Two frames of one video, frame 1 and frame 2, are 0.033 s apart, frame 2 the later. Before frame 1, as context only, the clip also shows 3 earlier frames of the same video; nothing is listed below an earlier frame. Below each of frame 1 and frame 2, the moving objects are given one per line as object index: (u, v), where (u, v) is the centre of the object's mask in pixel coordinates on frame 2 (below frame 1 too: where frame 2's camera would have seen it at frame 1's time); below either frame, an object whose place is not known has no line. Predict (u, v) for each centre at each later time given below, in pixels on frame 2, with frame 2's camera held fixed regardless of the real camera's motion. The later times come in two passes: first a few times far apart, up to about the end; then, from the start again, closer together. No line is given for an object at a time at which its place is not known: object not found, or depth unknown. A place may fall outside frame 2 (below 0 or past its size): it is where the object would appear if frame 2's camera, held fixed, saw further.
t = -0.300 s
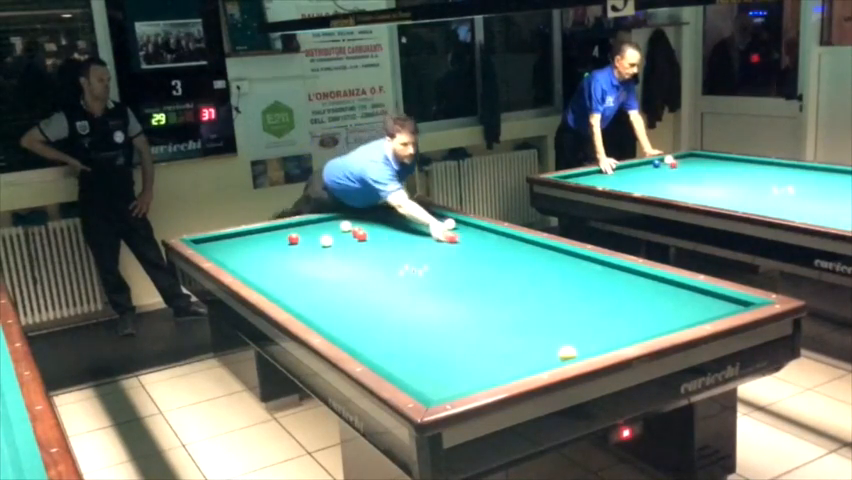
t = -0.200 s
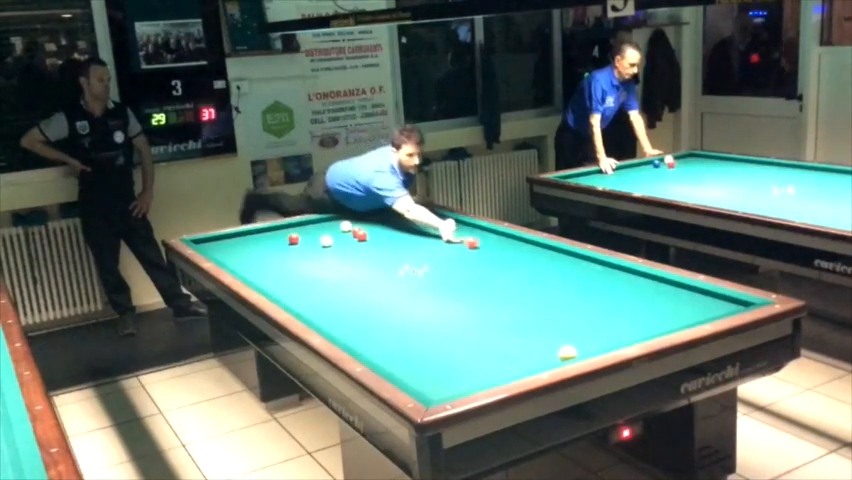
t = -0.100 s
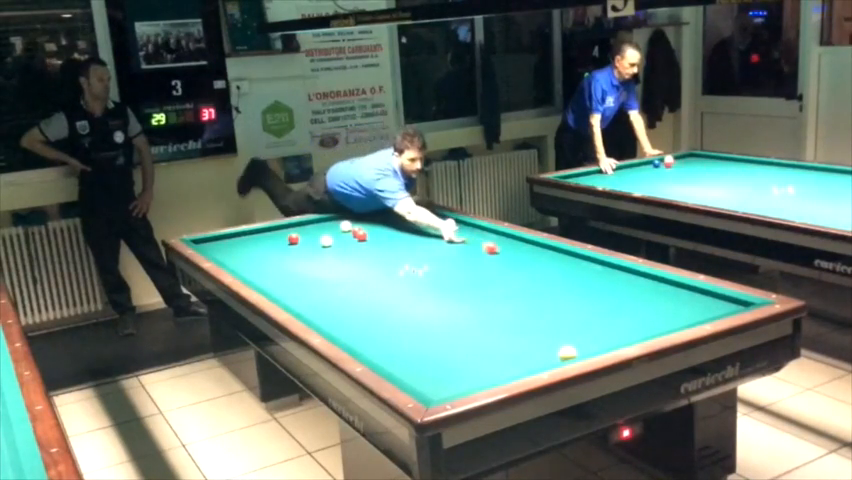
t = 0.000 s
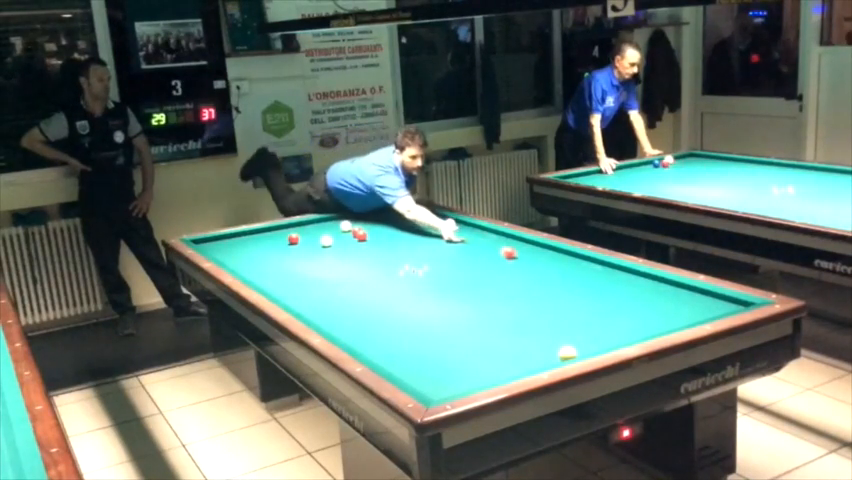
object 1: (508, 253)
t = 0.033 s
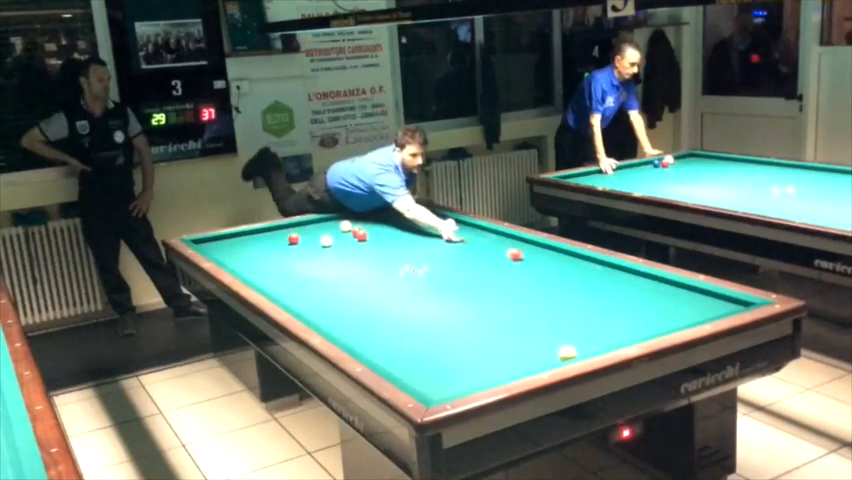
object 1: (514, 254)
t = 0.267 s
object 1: (560, 267)
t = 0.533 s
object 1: (621, 283)
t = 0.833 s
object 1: (703, 305)
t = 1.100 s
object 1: (688, 298)
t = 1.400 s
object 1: (648, 284)
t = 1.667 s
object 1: (619, 273)
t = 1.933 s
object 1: (593, 264)
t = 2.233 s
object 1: (567, 255)
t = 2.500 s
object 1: (546, 248)
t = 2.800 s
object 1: (522, 241)
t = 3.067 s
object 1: (501, 236)
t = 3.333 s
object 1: (483, 231)
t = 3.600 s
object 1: (465, 227)
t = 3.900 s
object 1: (459, 223)
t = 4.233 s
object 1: (448, 221)
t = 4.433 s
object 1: (442, 220)
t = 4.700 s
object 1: (438, 219)
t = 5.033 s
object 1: (436, 218)
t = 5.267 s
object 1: (435, 217)
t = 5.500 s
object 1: (433, 217)
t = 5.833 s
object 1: (431, 216)
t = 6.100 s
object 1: (430, 215)
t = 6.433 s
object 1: (429, 215)
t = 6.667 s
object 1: (428, 214)
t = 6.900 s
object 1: (428, 214)
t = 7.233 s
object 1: (428, 213)
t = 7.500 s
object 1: (427, 214)
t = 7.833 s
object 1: (427, 213)
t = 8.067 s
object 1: (426, 213)
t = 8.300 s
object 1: (426, 213)
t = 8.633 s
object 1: (427, 213)
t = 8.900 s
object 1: (427, 214)
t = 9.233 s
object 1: (427, 213)
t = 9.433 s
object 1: (427, 213)
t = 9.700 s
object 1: (427, 213)
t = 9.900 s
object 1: (427, 213)
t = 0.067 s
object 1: (521, 256)
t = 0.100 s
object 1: (527, 258)
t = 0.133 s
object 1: (533, 260)
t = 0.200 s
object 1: (547, 263)
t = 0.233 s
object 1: (553, 265)
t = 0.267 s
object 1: (560, 267)
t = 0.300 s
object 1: (567, 269)
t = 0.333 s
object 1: (574, 270)
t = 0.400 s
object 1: (589, 274)
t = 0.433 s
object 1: (597, 276)
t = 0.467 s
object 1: (605, 279)
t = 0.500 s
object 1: (613, 281)
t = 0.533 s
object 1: (621, 283)
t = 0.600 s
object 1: (637, 288)
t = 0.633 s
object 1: (646, 290)
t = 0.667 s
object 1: (655, 292)
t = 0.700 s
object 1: (664, 295)
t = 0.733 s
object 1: (674, 297)
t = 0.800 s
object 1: (693, 302)
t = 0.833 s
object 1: (703, 305)
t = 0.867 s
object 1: (713, 307)
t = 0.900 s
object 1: (722, 308)
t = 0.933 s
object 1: (722, 308)
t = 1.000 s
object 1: (708, 304)
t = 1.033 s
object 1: (701, 302)
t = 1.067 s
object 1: (695, 300)
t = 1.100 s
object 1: (688, 298)
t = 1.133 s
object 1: (683, 296)
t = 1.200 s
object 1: (673, 293)
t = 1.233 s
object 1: (668, 291)
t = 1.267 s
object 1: (664, 289)
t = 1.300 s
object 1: (660, 288)
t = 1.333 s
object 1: (656, 286)
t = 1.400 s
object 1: (648, 284)
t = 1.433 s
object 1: (644, 282)
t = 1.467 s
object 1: (640, 281)
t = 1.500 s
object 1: (637, 280)
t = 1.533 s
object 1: (633, 279)
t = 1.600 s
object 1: (626, 276)
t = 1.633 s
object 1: (622, 275)
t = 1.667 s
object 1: (619, 273)
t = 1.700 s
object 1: (615, 273)
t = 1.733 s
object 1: (612, 271)
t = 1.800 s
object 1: (605, 269)
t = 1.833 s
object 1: (602, 268)
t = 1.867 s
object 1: (599, 267)
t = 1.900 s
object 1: (596, 266)
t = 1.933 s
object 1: (593, 264)
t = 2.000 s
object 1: (587, 263)
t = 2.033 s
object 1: (584, 262)
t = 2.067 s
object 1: (581, 260)
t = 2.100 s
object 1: (578, 260)
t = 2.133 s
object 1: (575, 258)
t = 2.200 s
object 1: (570, 257)
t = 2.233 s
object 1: (567, 255)
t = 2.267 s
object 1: (564, 255)
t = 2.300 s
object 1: (561, 253)
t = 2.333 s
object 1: (559, 253)
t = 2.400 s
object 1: (554, 251)
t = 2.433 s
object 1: (551, 250)
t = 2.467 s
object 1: (549, 249)
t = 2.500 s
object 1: (546, 248)
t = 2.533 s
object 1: (544, 247)
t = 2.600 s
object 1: (538, 246)
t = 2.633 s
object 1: (535, 245)
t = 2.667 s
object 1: (533, 244)
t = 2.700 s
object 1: (530, 243)
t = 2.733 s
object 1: (528, 243)
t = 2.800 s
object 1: (522, 241)
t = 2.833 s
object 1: (519, 241)
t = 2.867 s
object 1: (517, 240)
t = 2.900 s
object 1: (514, 239)
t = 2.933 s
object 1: (511, 239)
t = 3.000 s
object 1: (507, 237)
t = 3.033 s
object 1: (504, 237)
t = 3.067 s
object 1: (501, 236)
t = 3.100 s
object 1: (499, 235)
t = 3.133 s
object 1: (497, 235)
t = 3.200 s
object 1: (492, 234)
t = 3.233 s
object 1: (489, 233)
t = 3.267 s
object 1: (487, 232)
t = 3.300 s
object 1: (485, 232)
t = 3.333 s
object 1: (483, 231)
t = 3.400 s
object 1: (479, 230)
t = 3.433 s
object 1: (476, 229)
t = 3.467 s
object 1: (474, 229)
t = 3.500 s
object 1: (472, 228)
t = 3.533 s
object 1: (470, 228)
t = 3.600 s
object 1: (465, 227)
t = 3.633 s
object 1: (463, 226)
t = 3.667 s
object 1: (461, 226)
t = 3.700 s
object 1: (460, 225)
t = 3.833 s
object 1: (460, 224)
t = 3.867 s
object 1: (460, 223)
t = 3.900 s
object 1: (459, 223)
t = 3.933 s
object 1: (458, 222)
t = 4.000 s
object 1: (456, 222)
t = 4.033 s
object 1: (455, 222)
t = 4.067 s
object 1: (454, 222)
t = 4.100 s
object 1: (452, 222)
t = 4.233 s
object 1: (448, 221)
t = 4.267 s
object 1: (448, 221)
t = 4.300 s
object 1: (446, 221)
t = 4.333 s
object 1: (445, 221)
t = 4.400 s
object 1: (443, 220)
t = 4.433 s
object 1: (442, 220)
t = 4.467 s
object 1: (440, 220)
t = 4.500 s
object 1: (440, 220)
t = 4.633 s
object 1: (438, 219)
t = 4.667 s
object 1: (438, 219)
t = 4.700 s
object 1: (438, 219)
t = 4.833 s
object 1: (437, 219)
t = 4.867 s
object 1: (437, 218)
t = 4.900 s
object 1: (437, 218)
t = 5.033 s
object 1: (436, 218)
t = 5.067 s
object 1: (436, 218)
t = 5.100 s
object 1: (436, 218)
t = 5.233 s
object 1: (435, 217)
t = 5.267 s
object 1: (435, 217)
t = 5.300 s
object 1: (434, 218)
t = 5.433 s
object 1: (434, 217)
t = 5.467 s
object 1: (433, 217)
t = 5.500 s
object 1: (433, 217)
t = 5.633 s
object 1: (432, 216)
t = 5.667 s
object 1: (432, 216)
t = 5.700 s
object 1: (432, 216)
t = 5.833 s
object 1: (431, 216)
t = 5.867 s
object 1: (431, 216)
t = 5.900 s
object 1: (431, 216)
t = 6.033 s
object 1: (431, 216)
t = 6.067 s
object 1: (431, 215)
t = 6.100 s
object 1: (430, 215)
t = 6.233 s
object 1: (430, 215)
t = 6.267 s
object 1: (430, 215)
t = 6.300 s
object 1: (430, 215)
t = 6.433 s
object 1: (429, 215)
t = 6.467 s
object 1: (429, 215)
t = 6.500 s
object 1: (429, 215)
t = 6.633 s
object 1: (429, 214)
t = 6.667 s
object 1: (428, 214)
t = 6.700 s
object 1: (428, 214)
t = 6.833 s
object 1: (428, 214)
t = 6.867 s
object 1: (428, 214)
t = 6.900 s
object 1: (428, 214)
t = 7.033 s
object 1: (428, 214)
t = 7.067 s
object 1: (428, 214)
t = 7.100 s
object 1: (428, 214)
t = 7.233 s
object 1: (428, 213)
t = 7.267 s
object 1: (427, 214)
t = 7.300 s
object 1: (427, 214)
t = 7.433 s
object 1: (427, 214)
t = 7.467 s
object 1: (427, 214)
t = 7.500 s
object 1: (427, 214)
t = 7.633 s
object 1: (427, 213)
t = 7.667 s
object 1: (427, 214)
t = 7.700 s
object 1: (427, 213)
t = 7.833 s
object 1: (427, 213)
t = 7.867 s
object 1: (427, 213)
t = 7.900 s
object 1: (427, 213)
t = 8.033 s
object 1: (427, 213)
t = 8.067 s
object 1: (426, 213)
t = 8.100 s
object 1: (426, 213)
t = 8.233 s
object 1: (427, 213)
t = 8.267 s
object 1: (426, 213)
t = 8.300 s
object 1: (426, 213)
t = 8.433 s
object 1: (427, 213)
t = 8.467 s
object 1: (426, 213)
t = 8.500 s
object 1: (427, 214)
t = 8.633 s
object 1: (427, 213)
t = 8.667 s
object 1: (427, 213)
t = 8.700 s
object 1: (427, 214)
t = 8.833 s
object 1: (427, 214)
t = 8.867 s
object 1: (427, 213)
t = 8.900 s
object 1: (427, 214)
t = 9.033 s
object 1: (427, 213)
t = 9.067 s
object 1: (427, 213)
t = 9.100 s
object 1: (427, 213)
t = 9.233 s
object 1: (427, 213)
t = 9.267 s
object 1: (427, 213)
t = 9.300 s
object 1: (427, 213)
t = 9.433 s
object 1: (427, 213)
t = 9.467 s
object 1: (427, 213)
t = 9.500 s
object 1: (427, 213)
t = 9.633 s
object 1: (427, 213)
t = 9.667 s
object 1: (427, 213)
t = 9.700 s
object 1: (427, 213)
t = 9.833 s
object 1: (427, 213)
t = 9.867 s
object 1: (427, 213)
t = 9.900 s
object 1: (427, 213)
